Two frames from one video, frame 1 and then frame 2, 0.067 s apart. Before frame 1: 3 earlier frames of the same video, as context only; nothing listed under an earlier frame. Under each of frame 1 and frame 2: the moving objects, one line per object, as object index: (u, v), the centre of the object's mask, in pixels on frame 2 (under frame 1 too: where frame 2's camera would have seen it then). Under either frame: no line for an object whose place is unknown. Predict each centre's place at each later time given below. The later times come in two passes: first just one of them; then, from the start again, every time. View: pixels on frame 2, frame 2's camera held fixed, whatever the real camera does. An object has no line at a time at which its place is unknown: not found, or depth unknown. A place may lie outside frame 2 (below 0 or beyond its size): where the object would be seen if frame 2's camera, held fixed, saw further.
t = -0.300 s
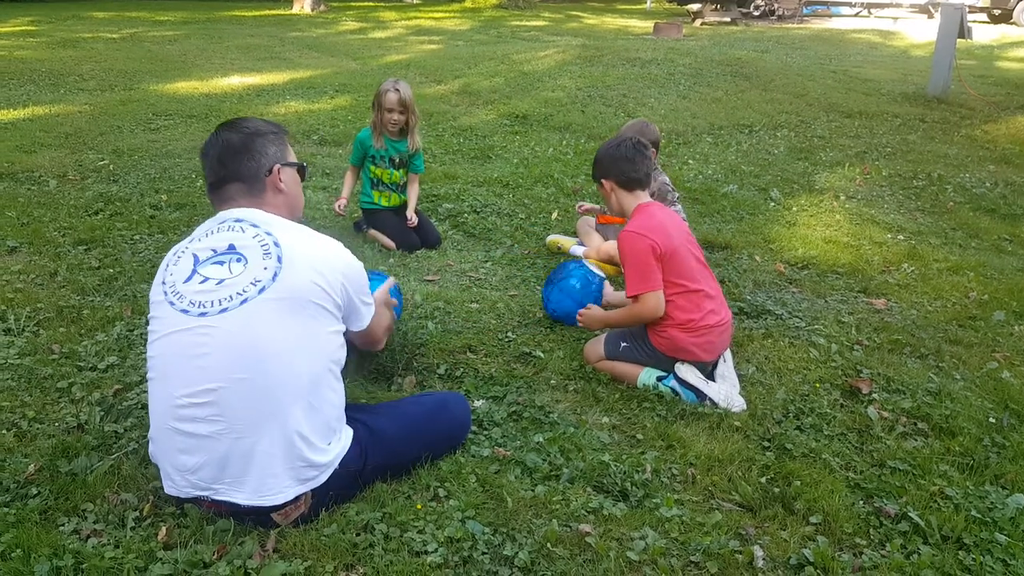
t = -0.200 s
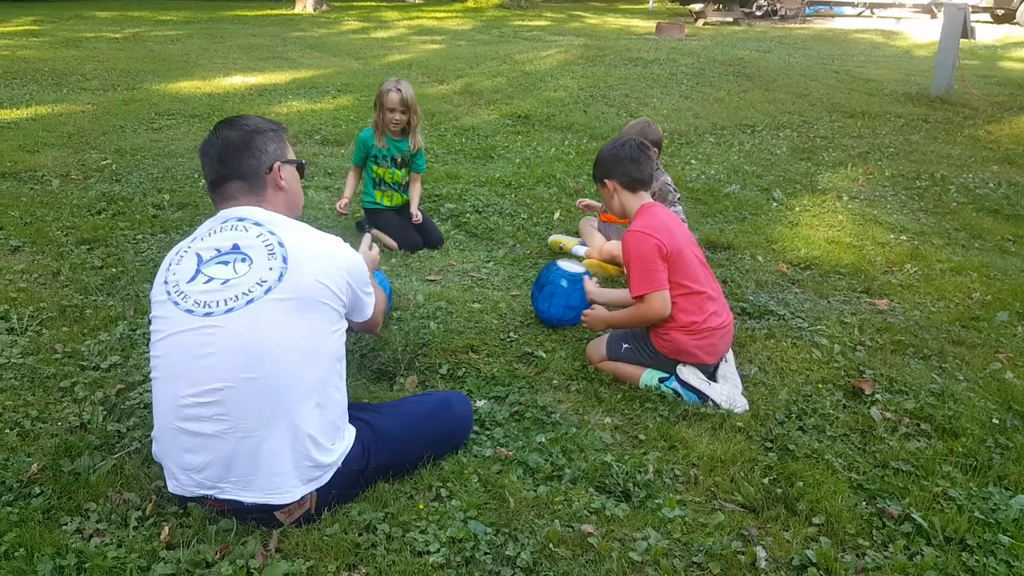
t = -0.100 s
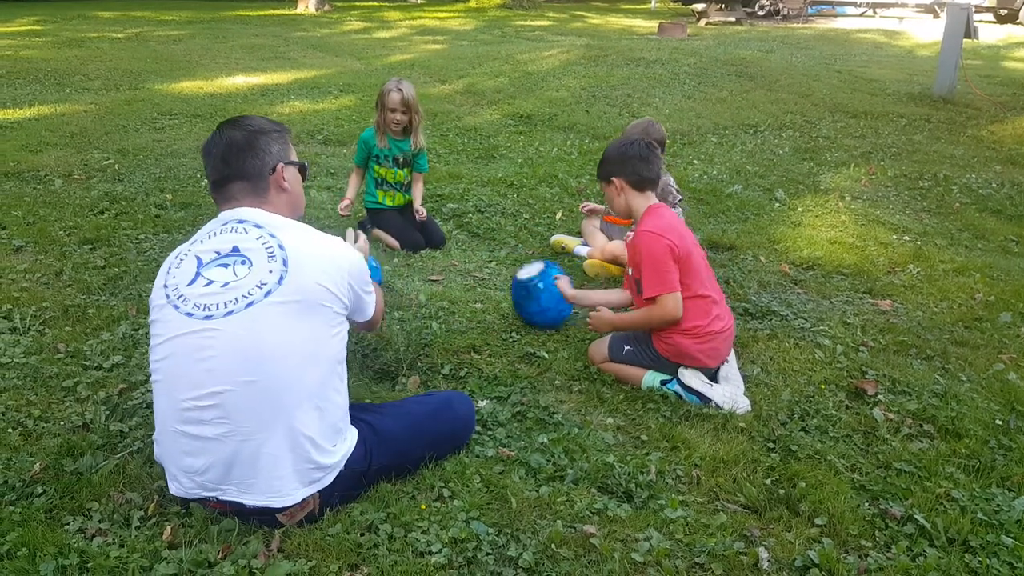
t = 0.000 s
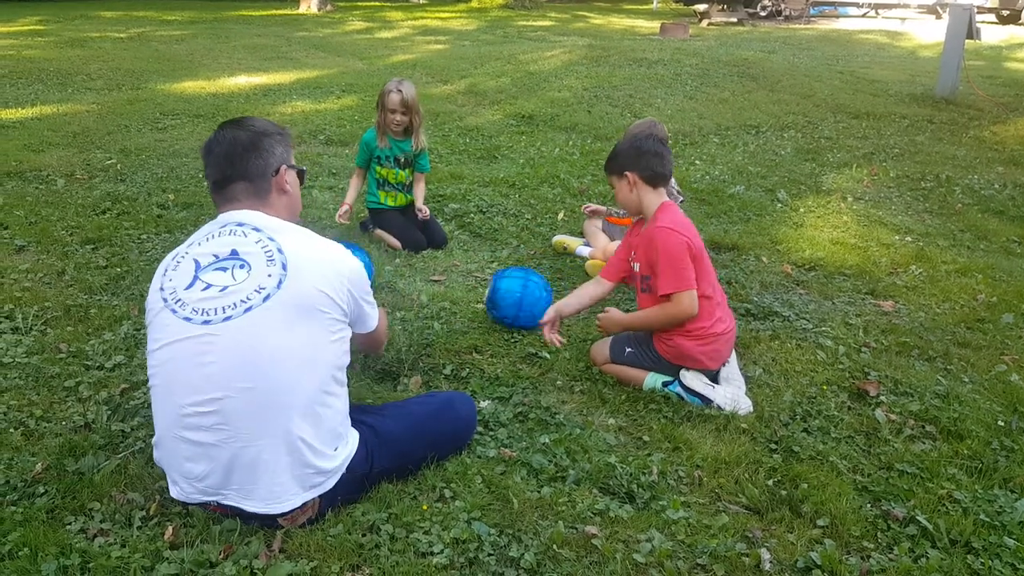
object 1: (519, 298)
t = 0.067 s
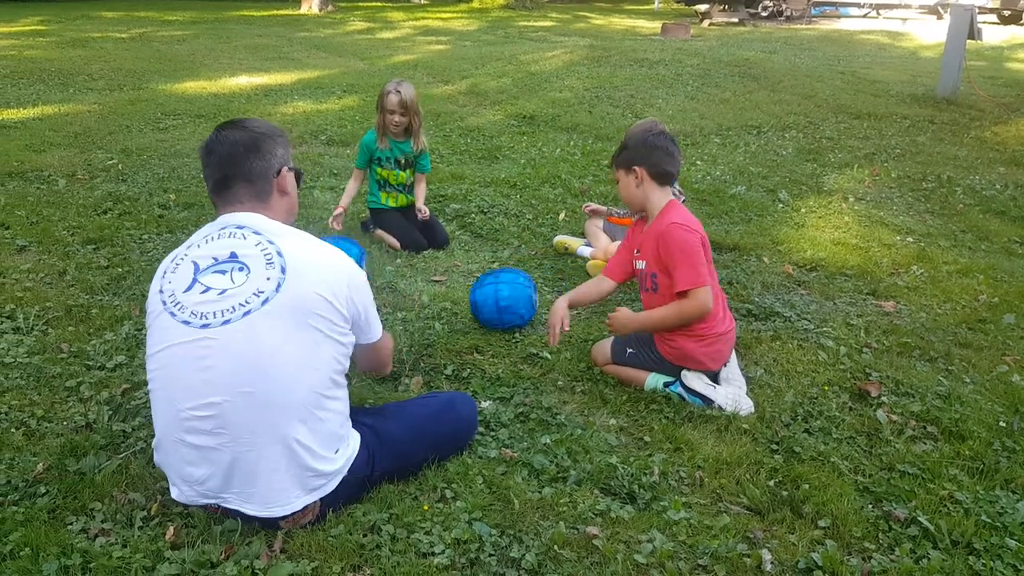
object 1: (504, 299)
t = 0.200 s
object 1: (477, 299)
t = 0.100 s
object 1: (497, 299)
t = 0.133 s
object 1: (490, 299)
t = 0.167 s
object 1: (483, 299)
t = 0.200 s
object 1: (477, 299)
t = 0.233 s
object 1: (471, 301)
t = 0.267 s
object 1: (466, 302)
